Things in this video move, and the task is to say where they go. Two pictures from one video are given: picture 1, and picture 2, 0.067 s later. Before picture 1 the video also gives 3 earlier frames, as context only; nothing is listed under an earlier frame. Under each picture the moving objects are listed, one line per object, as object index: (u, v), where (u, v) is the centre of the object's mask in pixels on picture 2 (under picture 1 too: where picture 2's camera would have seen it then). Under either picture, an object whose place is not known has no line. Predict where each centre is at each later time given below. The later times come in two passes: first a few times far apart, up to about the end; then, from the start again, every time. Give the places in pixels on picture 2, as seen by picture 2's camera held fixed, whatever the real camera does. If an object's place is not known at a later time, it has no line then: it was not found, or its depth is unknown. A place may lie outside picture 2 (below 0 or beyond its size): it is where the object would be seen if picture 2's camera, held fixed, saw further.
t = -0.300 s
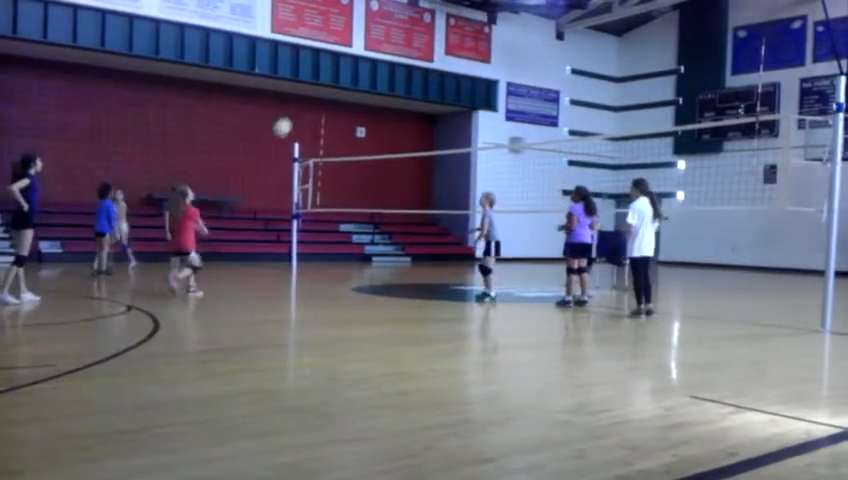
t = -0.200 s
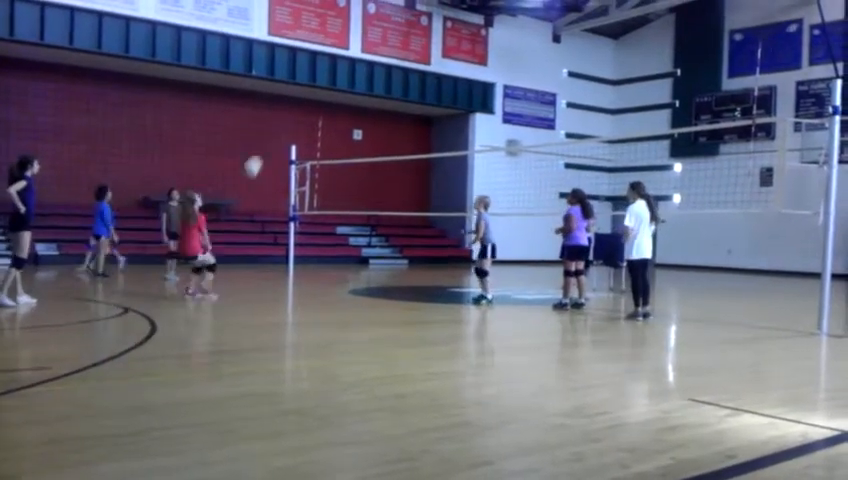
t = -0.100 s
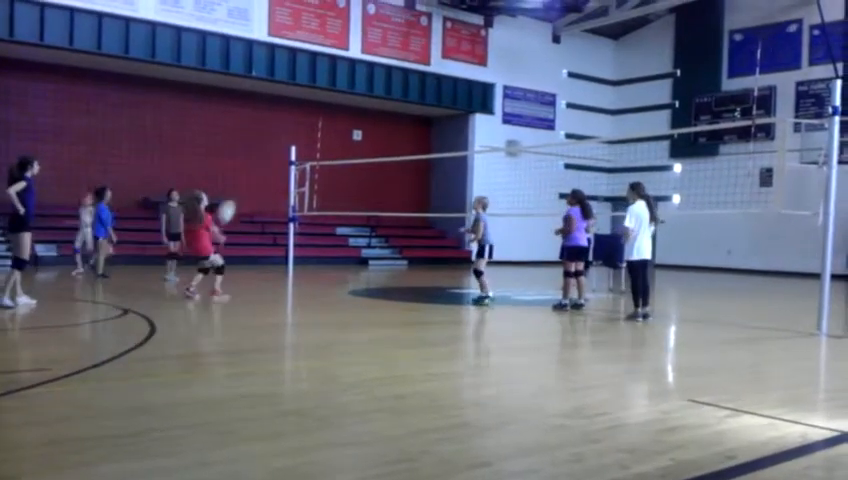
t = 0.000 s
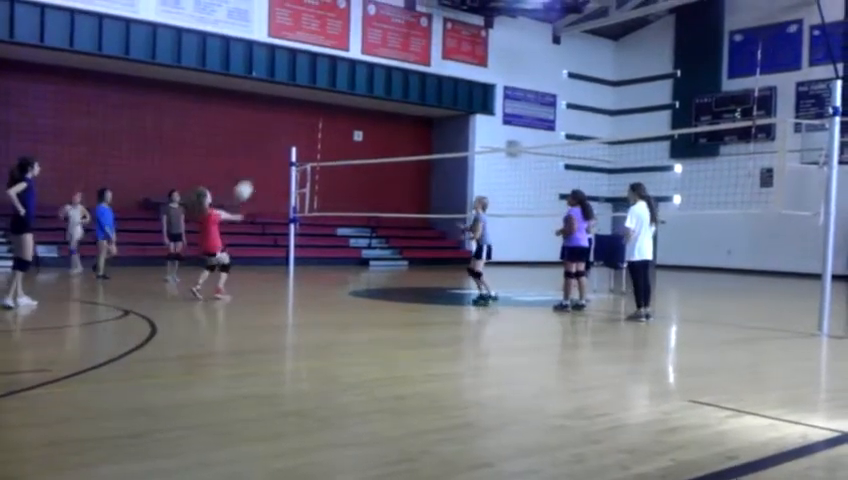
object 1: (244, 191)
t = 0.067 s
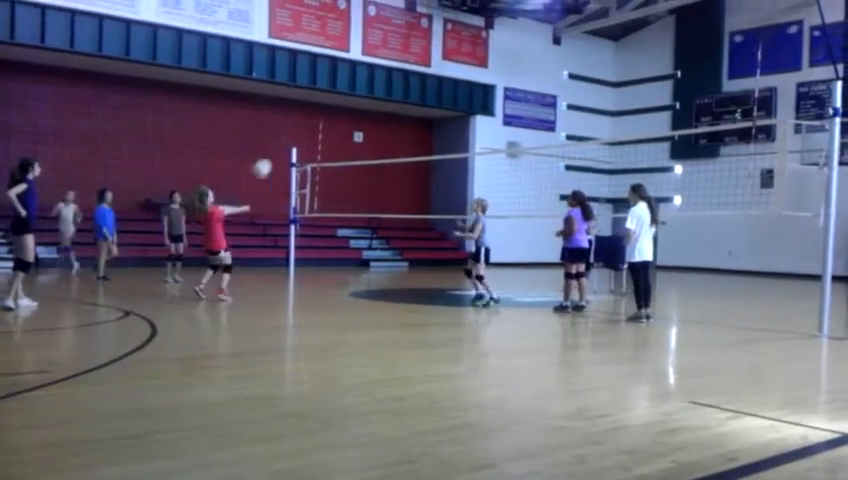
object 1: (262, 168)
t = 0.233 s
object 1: (305, 125)
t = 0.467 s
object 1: (360, 100)
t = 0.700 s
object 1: (409, 113)
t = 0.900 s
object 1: (446, 151)
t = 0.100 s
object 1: (271, 157)
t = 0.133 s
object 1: (279, 148)
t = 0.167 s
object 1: (288, 139)
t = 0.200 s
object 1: (297, 131)
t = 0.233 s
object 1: (305, 125)
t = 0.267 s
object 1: (314, 119)
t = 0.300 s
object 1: (321, 114)
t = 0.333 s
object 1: (330, 109)
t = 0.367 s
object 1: (337, 106)
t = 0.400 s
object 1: (345, 103)
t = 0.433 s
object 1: (352, 101)
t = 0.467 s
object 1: (360, 100)
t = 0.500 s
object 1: (367, 99)
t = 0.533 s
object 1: (374, 100)
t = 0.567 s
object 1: (381, 101)
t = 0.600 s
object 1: (388, 103)
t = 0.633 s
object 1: (395, 105)
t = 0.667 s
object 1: (402, 109)
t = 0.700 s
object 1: (409, 113)
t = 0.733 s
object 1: (415, 118)
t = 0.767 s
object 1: (421, 123)
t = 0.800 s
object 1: (428, 129)
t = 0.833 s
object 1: (434, 136)
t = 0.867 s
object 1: (440, 144)
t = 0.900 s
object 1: (446, 151)
